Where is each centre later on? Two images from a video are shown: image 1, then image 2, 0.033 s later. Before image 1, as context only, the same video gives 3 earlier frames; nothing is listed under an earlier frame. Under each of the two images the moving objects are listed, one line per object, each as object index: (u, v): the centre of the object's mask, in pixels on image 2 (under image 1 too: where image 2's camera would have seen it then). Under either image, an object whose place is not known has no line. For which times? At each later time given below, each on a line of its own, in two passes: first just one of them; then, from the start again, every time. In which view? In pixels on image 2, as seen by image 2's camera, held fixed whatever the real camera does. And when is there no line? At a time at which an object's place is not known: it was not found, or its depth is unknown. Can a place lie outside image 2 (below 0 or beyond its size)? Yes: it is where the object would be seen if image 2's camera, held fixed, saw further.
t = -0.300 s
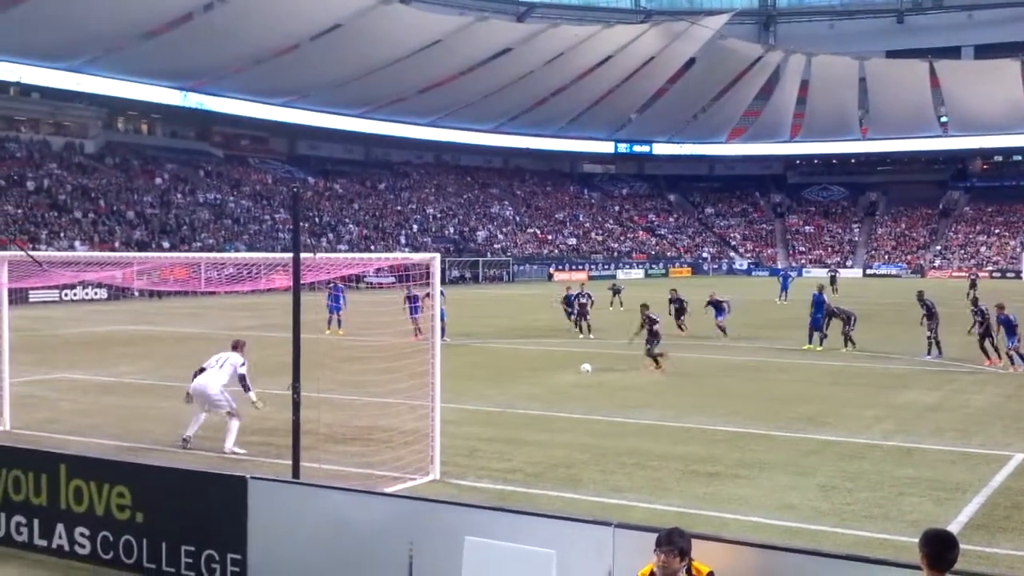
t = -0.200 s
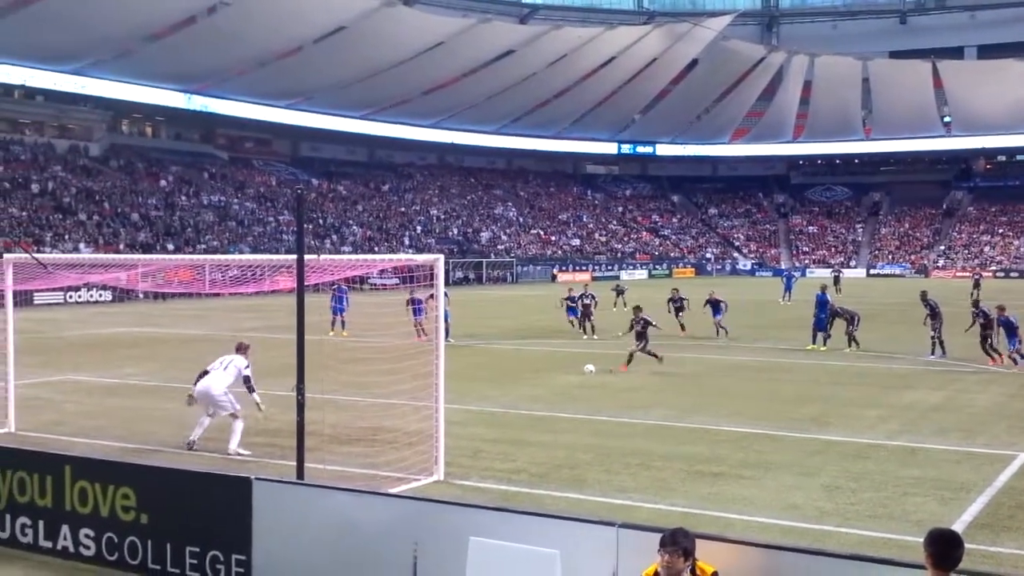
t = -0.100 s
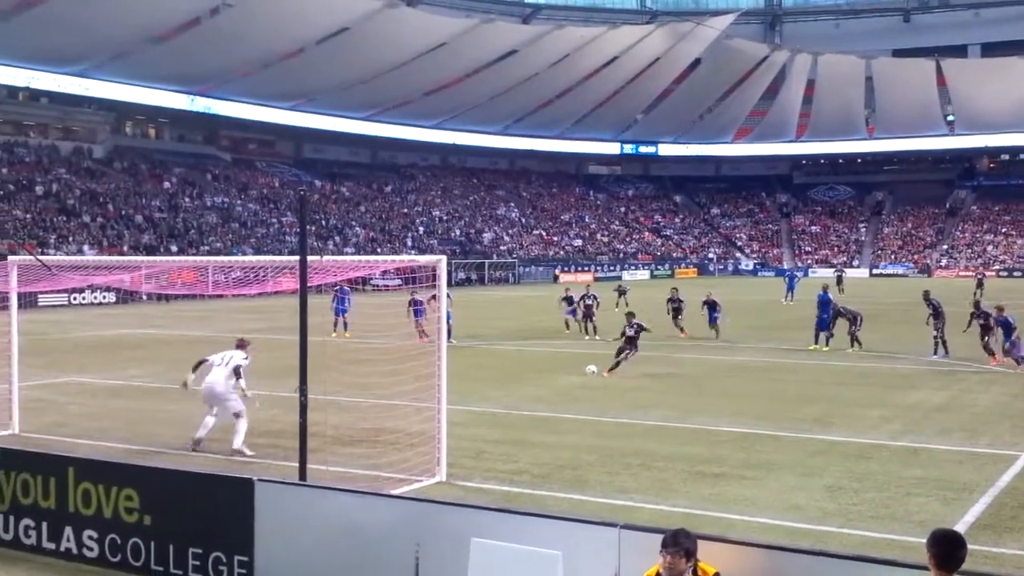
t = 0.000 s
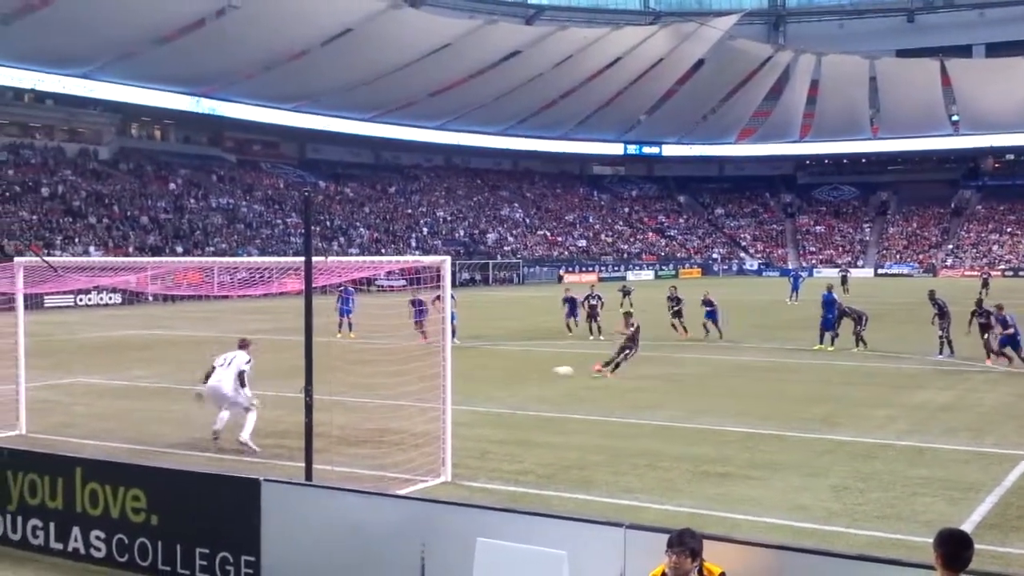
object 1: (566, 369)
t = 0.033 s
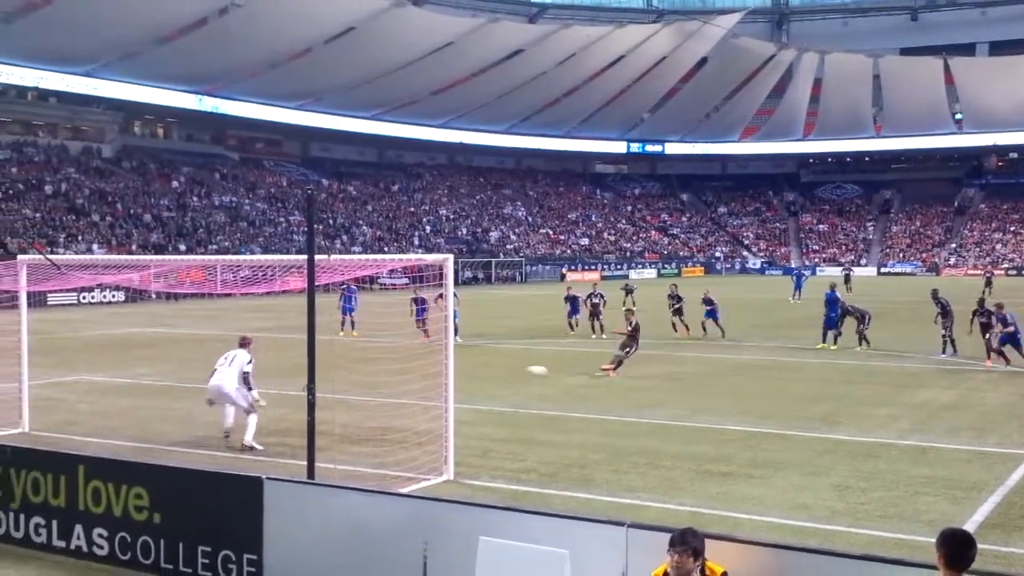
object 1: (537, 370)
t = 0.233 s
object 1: (322, 373)
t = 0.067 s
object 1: (507, 371)
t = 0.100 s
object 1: (474, 371)
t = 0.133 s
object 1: (435, 372)
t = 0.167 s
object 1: (401, 372)
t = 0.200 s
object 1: (361, 372)
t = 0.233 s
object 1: (322, 373)
